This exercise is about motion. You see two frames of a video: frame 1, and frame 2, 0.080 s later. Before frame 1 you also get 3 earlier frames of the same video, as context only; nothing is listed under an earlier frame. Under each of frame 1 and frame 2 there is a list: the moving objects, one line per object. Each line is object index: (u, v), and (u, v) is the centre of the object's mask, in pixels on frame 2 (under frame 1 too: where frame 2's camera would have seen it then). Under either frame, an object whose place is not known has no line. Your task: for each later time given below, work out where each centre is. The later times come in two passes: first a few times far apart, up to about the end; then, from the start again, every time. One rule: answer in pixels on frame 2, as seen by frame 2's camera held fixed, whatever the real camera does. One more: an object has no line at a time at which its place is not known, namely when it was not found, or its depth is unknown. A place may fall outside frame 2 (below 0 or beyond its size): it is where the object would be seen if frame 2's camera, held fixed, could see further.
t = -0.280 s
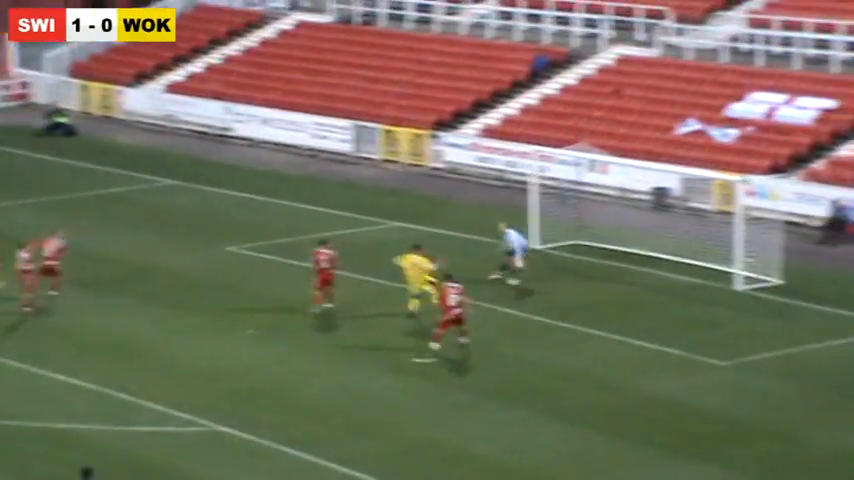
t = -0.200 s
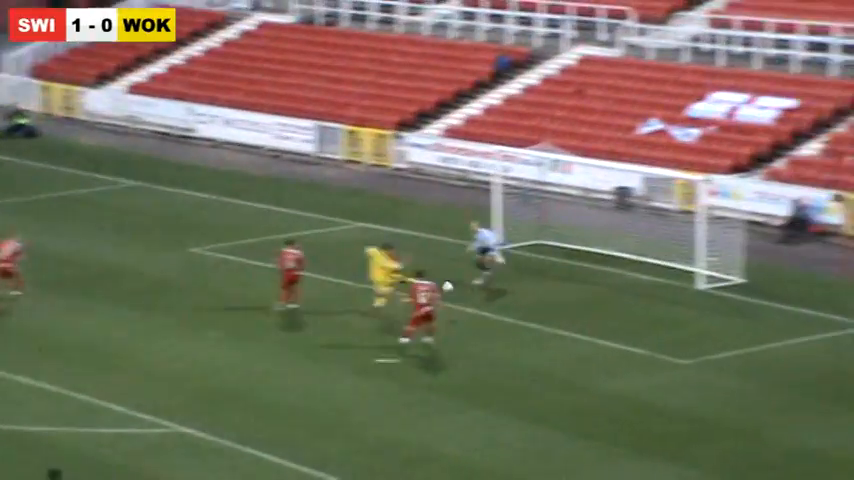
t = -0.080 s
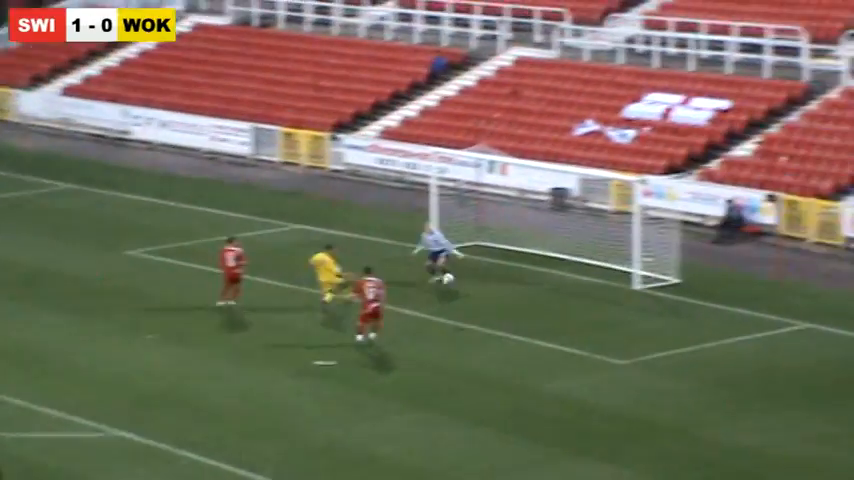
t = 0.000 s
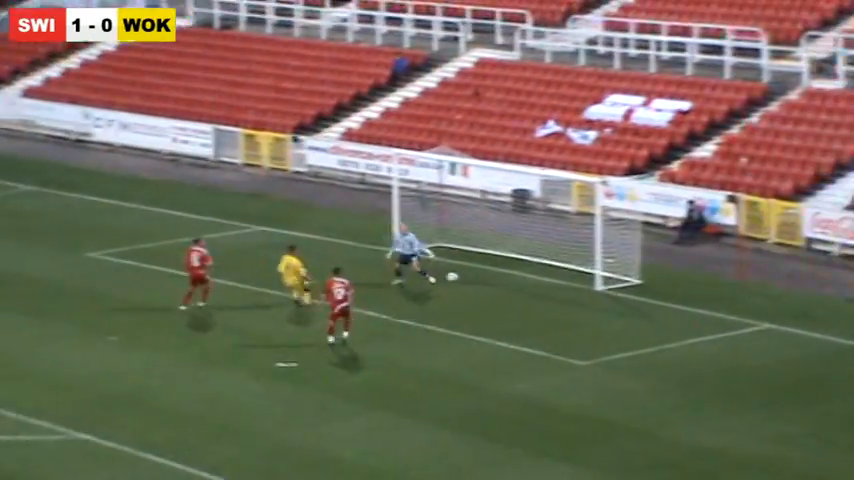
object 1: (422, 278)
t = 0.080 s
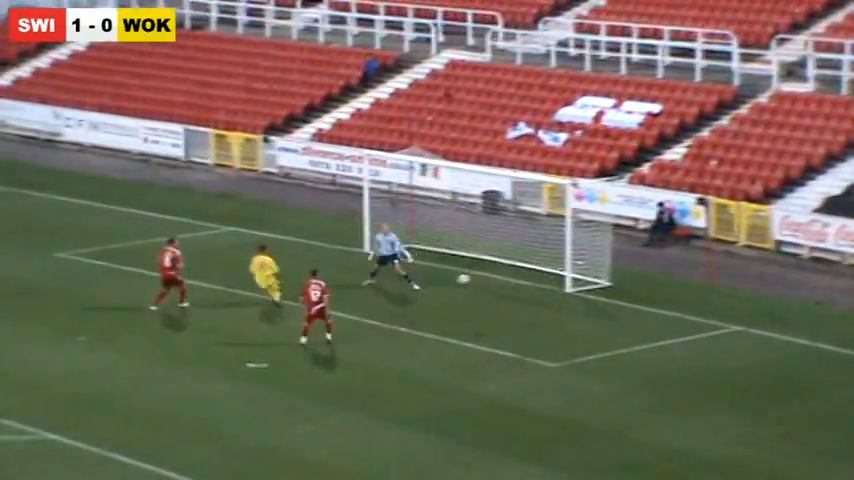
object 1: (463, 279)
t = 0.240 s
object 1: (545, 290)
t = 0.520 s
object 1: (680, 318)
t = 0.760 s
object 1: (777, 312)
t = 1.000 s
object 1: (872, 334)
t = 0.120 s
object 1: (483, 280)
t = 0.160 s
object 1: (504, 283)
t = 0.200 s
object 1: (525, 286)
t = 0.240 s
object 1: (545, 290)
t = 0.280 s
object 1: (565, 295)
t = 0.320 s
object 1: (586, 301)
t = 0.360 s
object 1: (606, 308)
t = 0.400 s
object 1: (626, 315)
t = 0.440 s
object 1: (646, 323)
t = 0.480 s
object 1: (664, 321)
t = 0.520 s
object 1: (680, 318)
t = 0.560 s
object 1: (696, 315)
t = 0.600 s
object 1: (712, 312)
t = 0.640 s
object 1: (728, 311)
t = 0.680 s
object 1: (745, 310)
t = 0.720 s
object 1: (761, 311)
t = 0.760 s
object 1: (777, 312)
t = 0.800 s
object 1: (793, 313)
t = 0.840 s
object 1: (809, 316)
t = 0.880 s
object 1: (825, 320)
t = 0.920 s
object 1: (841, 324)
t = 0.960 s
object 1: (856, 329)
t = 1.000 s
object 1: (872, 334)
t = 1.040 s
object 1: (888, 332)
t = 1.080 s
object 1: (904, 330)
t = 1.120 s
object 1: (919, 328)
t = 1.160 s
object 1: (935, 327)
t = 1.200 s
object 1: (951, 327)
